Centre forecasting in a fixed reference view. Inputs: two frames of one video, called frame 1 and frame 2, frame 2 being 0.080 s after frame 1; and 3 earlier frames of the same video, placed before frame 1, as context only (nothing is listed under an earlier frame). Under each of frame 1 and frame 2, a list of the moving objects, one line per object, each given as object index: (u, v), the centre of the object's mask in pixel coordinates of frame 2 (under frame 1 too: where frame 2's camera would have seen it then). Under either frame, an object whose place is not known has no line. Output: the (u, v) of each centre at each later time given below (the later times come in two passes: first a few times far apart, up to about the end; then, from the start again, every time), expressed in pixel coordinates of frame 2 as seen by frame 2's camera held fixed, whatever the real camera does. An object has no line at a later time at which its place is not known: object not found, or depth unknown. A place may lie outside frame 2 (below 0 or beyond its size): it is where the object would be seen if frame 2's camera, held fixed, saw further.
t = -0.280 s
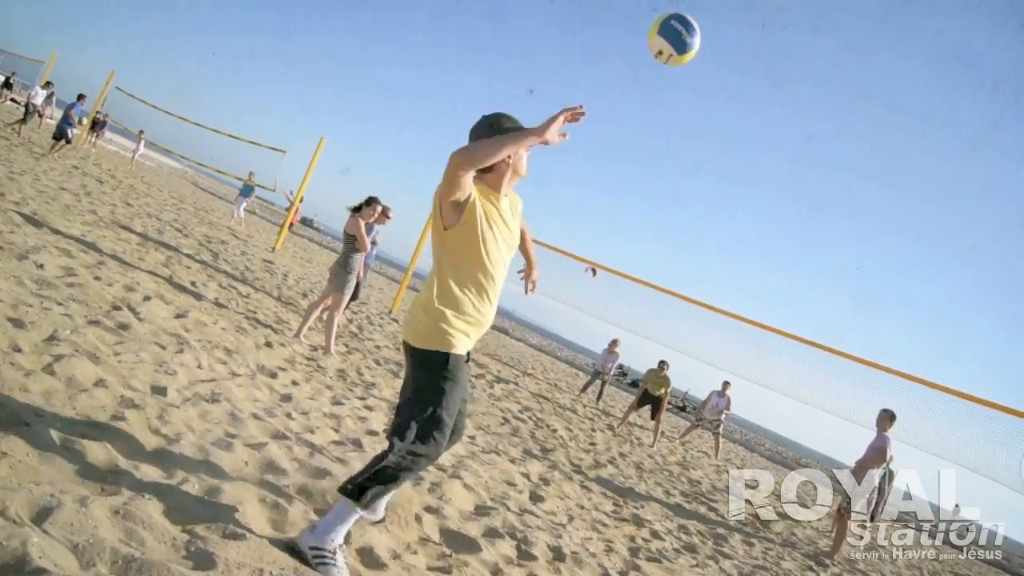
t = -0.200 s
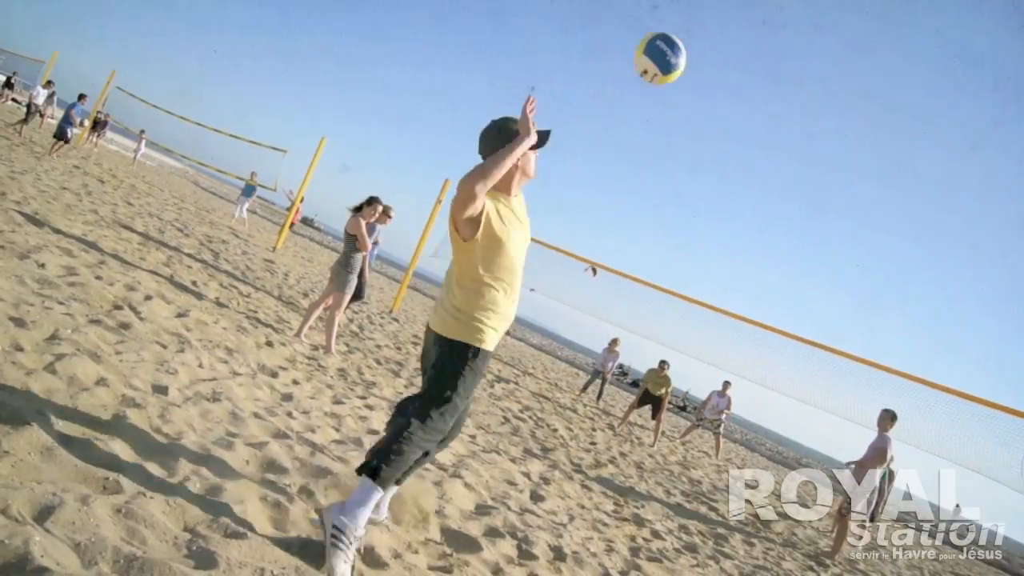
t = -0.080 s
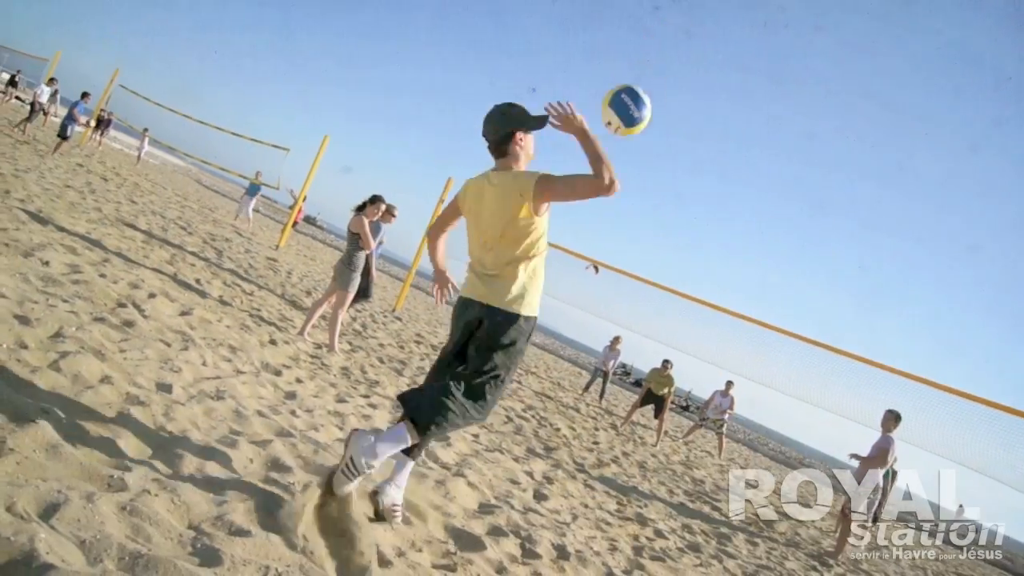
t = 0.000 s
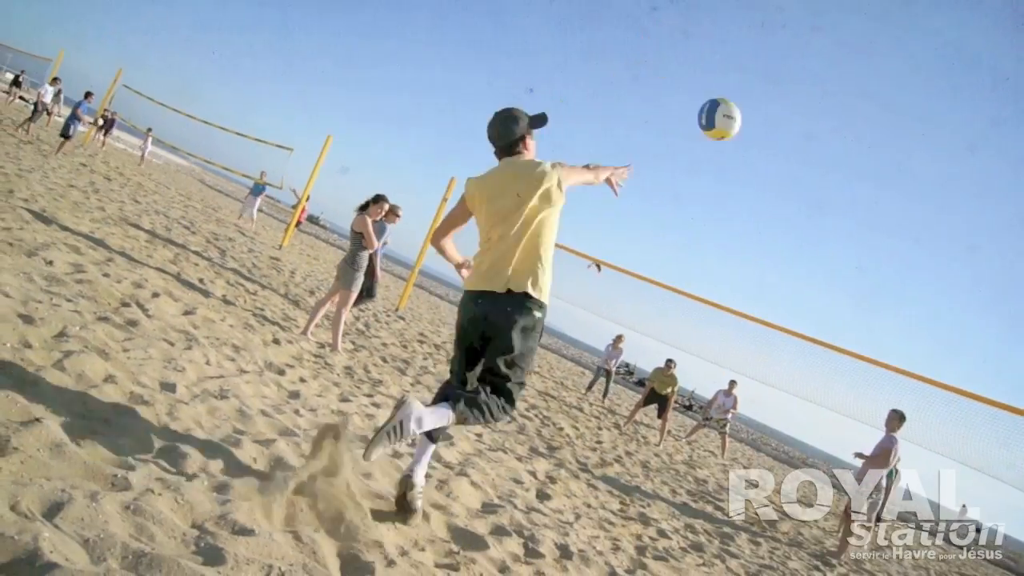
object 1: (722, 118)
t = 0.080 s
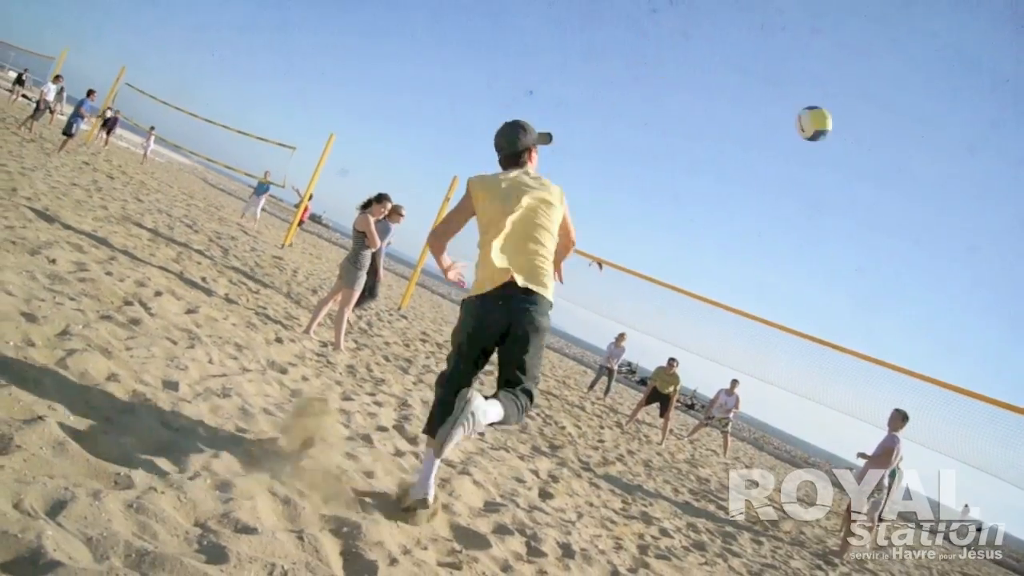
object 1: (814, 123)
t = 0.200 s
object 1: (899, 145)
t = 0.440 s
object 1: (981, 211)
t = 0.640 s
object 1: (1003, 282)
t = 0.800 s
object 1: (1005, 345)
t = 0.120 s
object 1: (848, 130)
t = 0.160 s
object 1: (875, 137)
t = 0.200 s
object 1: (899, 145)
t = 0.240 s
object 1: (919, 155)
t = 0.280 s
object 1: (936, 165)
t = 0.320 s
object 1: (951, 175)
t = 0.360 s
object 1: (963, 187)
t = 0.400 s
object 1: (973, 199)
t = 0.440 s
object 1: (981, 211)
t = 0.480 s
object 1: (988, 225)
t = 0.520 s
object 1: (994, 238)
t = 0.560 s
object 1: (997, 253)
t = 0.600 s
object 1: (1001, 267)
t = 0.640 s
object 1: (1003, 282)
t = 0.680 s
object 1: (1005, 297)
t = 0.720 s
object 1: (1006, 313)
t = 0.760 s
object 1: (1006, 329)
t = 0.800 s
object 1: (1005, 345)
